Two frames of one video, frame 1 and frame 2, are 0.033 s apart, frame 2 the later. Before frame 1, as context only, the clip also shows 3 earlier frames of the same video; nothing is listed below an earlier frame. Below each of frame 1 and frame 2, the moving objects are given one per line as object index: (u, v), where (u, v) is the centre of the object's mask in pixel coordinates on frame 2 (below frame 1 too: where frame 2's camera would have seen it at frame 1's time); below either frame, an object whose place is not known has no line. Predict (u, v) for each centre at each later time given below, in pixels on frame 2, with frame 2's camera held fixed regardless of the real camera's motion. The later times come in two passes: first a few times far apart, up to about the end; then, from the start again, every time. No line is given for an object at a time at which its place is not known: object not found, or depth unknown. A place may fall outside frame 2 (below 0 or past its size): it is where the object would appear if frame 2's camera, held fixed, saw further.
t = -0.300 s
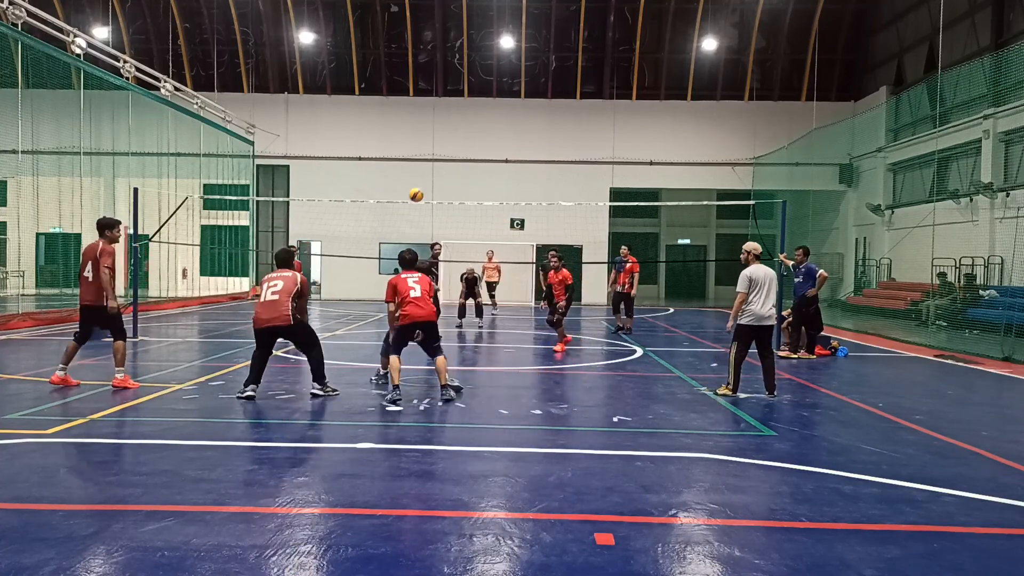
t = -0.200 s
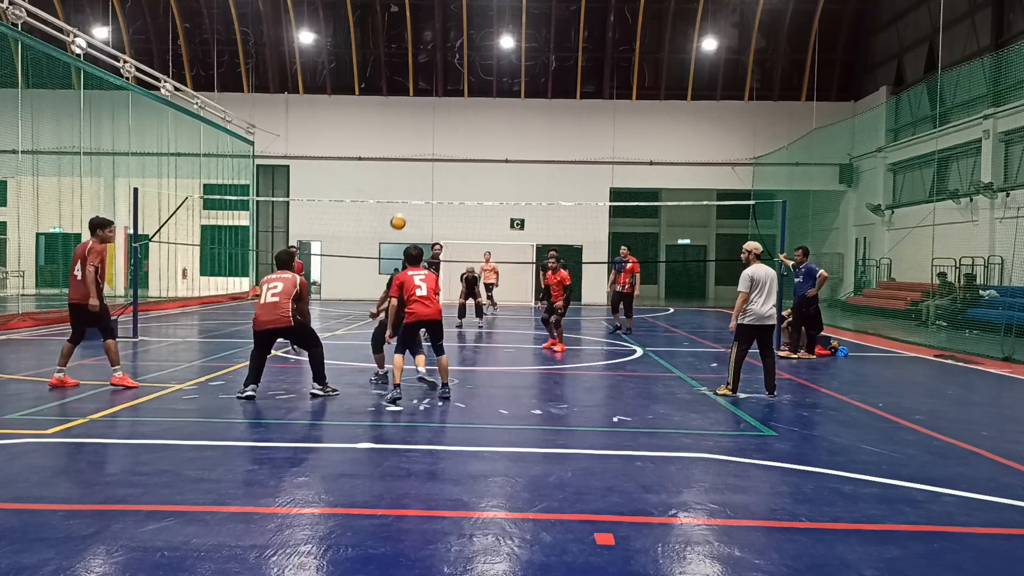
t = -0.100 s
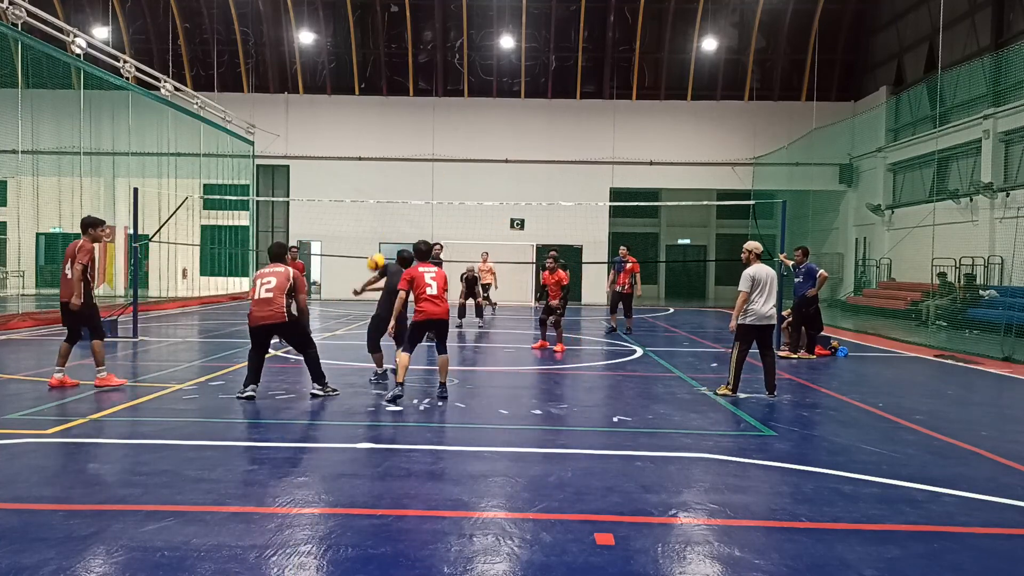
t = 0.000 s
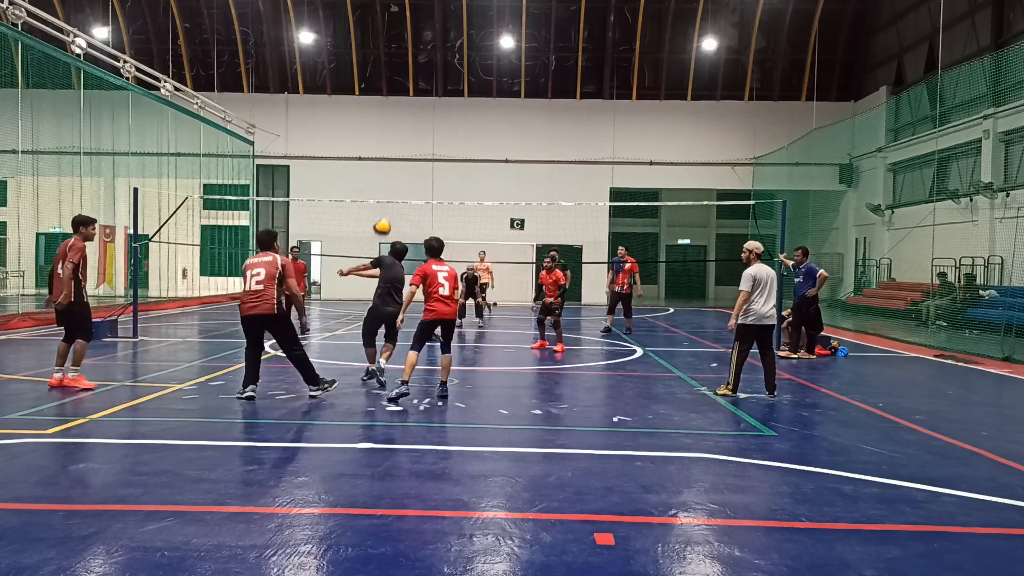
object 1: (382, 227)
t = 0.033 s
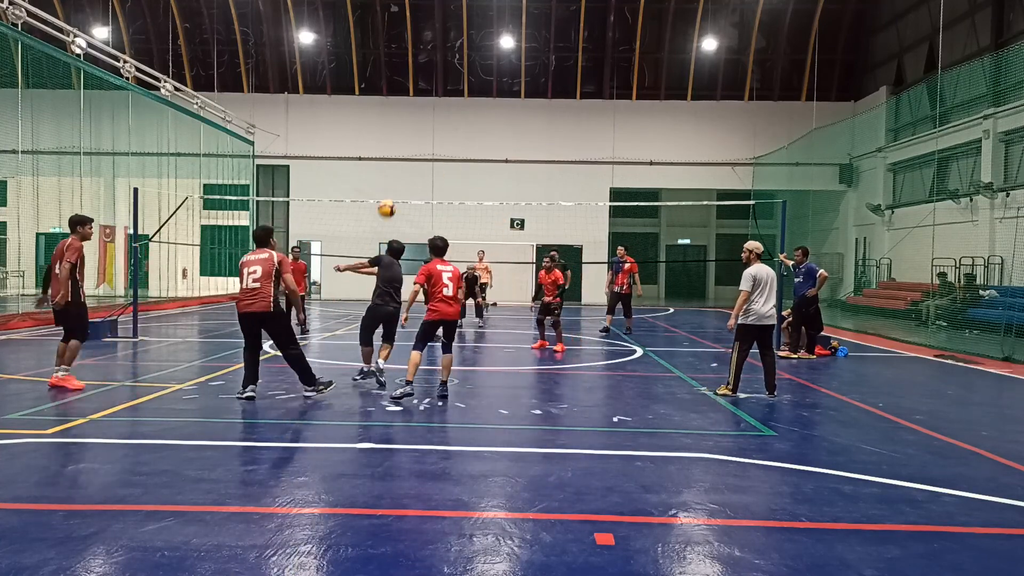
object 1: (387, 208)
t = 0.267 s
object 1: (419, 115)
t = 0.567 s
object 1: (455, 67)
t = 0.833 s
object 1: (482, 80)
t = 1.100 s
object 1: (505, 137)
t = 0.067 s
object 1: (392, 192)
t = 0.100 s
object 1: (396, 176)
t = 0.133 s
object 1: (401, 162)
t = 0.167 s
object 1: (406, 149)
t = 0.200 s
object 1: (410, 136)
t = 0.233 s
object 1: (415, 125)
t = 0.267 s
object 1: (419, 115)
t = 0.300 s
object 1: (423, 106)
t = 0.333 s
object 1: (427, 97)
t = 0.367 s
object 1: (432, 90)
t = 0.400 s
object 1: (436, 85)
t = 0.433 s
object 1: (440, 79)
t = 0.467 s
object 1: (444, 75)
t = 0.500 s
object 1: (448, 71)
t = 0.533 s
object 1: (451, 68)
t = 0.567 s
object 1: (455, 67)
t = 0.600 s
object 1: (458, 66)
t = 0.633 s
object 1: (462, 66)
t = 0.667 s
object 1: (466, 66)
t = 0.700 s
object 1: (469, 68)
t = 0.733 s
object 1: (472, 70)
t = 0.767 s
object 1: (476, 72)
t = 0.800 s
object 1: (479, 76)
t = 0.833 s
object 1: (482, 80)
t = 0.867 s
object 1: (485, 85)
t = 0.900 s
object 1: (489, 90)
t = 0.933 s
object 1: (491, 97)
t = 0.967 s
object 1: (494, 104)
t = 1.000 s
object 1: (497, 111)
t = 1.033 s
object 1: (500, 119)
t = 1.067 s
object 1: (503, 128)
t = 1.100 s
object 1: (505, 137)
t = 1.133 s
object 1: (508, 148)
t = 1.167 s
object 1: (511, 157)
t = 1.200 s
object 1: (513, 168)
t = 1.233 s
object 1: (515, 179)
